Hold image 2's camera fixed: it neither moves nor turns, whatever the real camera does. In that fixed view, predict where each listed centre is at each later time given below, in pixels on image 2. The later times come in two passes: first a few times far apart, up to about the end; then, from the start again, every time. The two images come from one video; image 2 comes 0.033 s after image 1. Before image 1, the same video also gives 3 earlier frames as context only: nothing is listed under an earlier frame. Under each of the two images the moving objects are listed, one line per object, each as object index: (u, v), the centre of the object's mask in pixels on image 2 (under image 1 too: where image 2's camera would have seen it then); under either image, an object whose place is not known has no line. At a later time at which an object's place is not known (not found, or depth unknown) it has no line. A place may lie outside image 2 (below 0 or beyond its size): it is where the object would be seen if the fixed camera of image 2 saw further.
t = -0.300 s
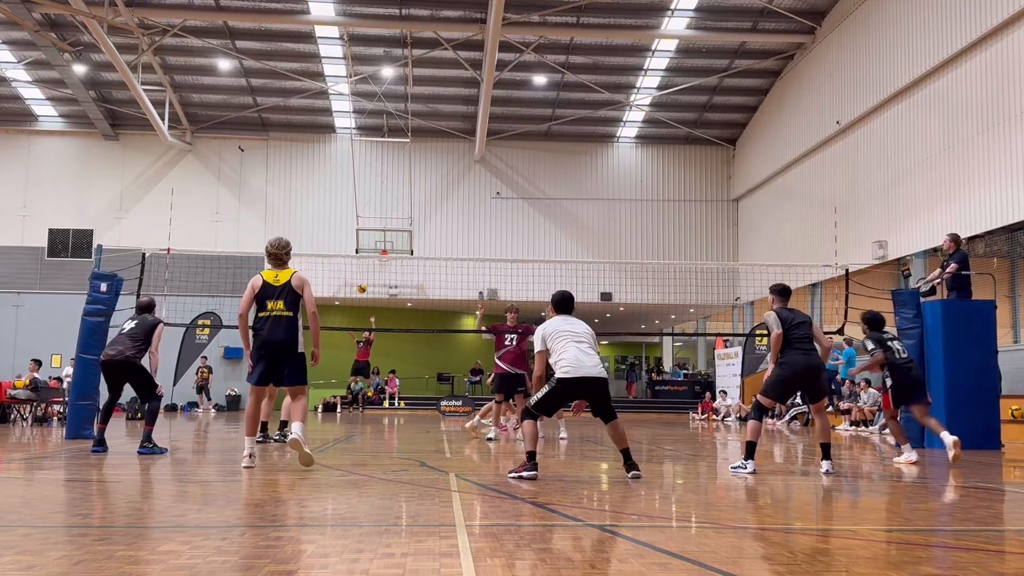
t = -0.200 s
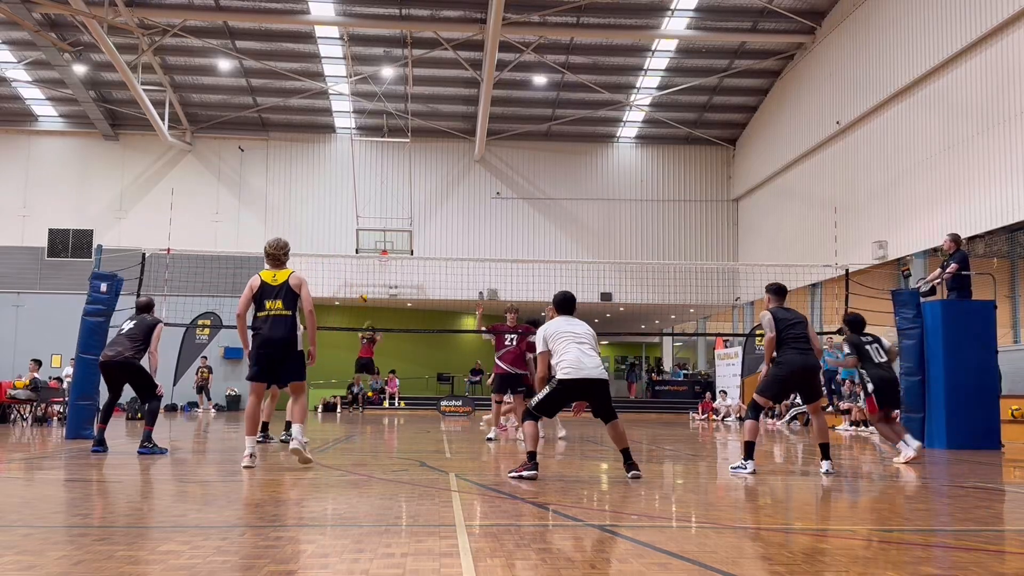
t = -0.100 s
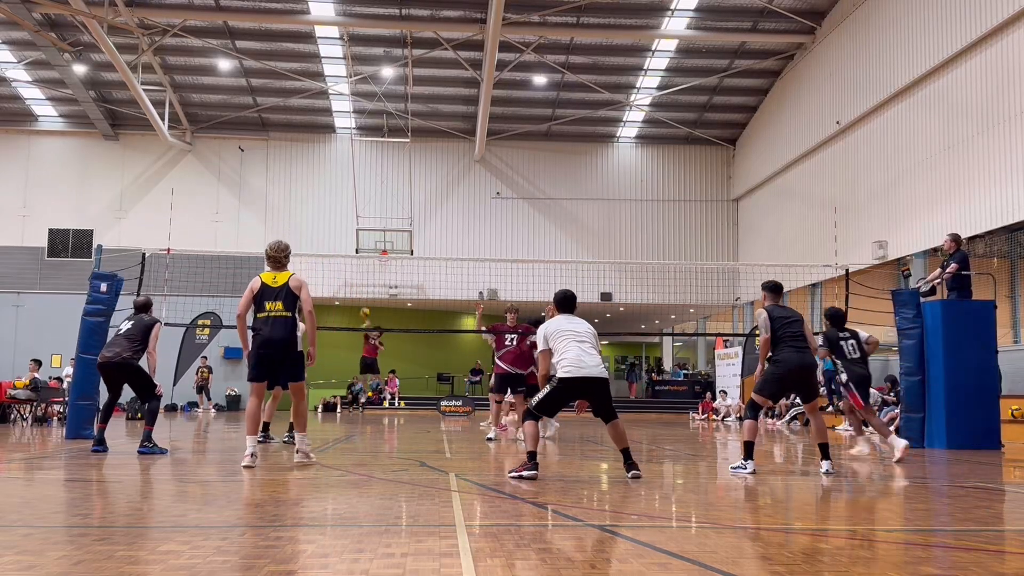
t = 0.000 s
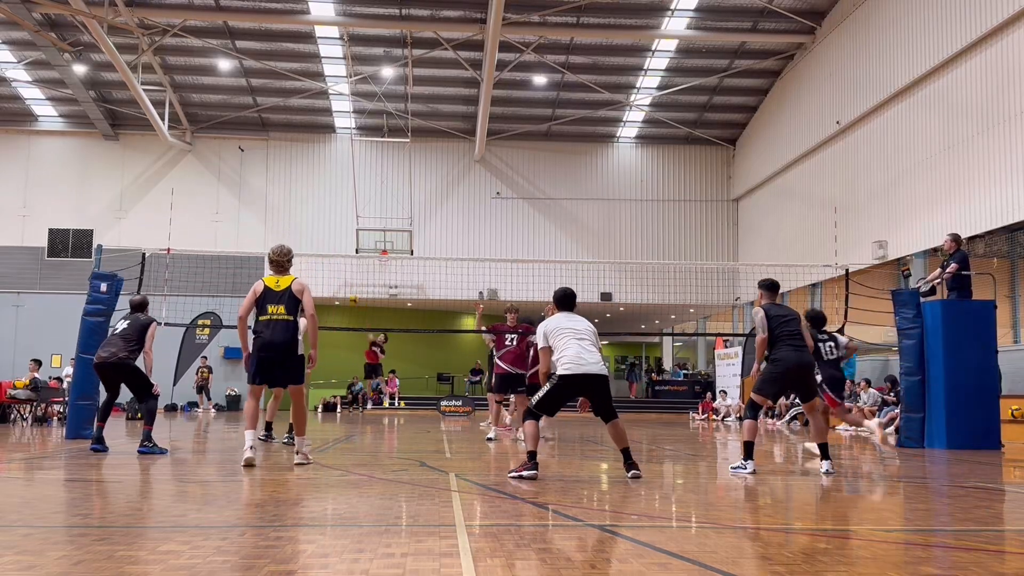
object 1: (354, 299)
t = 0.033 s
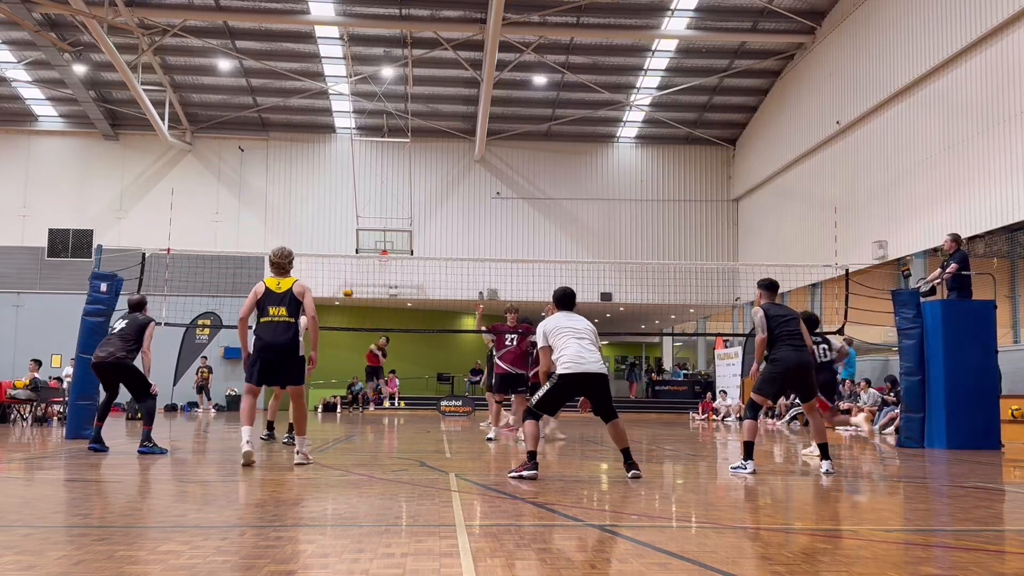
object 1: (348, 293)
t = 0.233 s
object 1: (312, 259)
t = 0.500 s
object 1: (248, 225)
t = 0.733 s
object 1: (166, 229)
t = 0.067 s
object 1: (343, 287)
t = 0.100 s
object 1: (337, 280)
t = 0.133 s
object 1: (331, 274)
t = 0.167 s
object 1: (325, 268)
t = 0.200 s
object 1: (319, 263)
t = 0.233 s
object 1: (312, 259)
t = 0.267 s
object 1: (305, 249)
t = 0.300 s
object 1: (298, 246)
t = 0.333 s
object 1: (291, 241)
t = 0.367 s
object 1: (283, 237)
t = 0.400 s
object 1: (275, 233)
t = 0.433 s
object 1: (267, 230)
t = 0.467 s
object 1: (257, 227)
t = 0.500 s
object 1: (248, 225)
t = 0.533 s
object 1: (239, 223)
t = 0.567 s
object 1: (229, 222)
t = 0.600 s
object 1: (217, 222)
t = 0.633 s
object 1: (206, 222)
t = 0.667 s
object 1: (194, 224)
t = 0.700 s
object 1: (181, 226)
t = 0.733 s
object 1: (166, 229)
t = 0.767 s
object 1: (151, 233)
